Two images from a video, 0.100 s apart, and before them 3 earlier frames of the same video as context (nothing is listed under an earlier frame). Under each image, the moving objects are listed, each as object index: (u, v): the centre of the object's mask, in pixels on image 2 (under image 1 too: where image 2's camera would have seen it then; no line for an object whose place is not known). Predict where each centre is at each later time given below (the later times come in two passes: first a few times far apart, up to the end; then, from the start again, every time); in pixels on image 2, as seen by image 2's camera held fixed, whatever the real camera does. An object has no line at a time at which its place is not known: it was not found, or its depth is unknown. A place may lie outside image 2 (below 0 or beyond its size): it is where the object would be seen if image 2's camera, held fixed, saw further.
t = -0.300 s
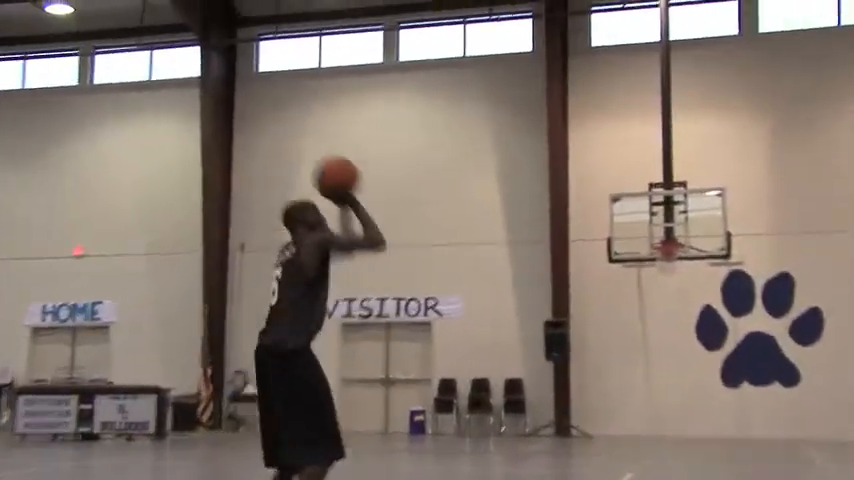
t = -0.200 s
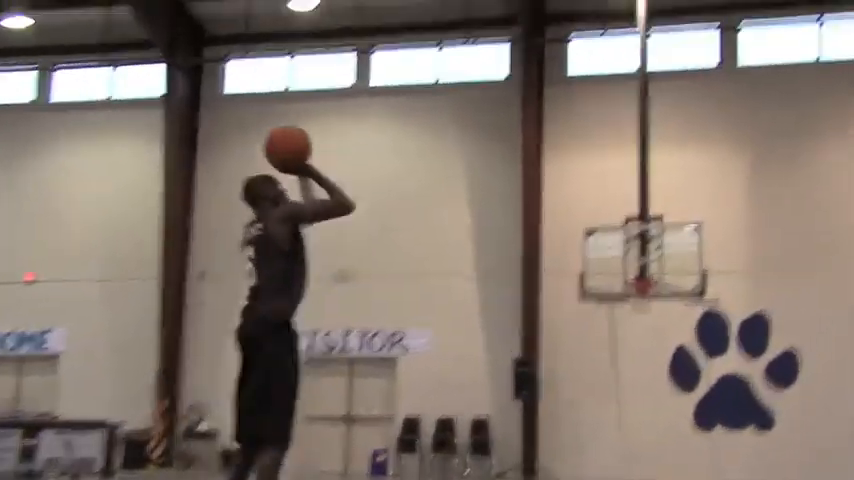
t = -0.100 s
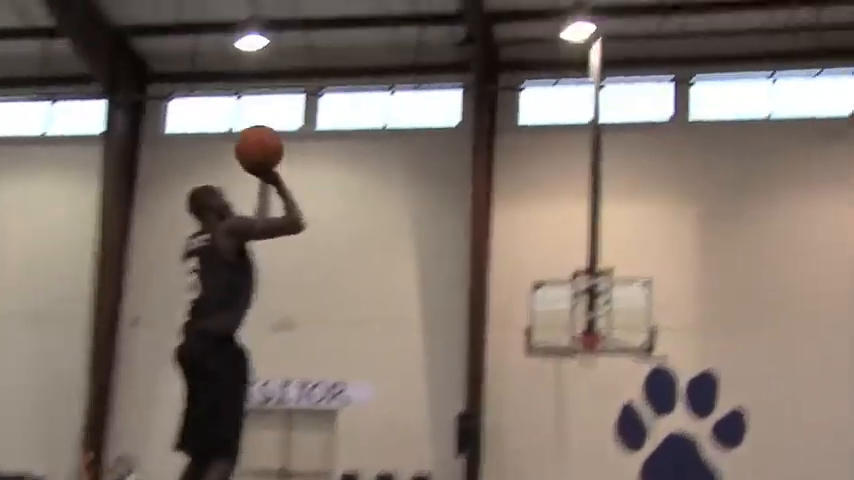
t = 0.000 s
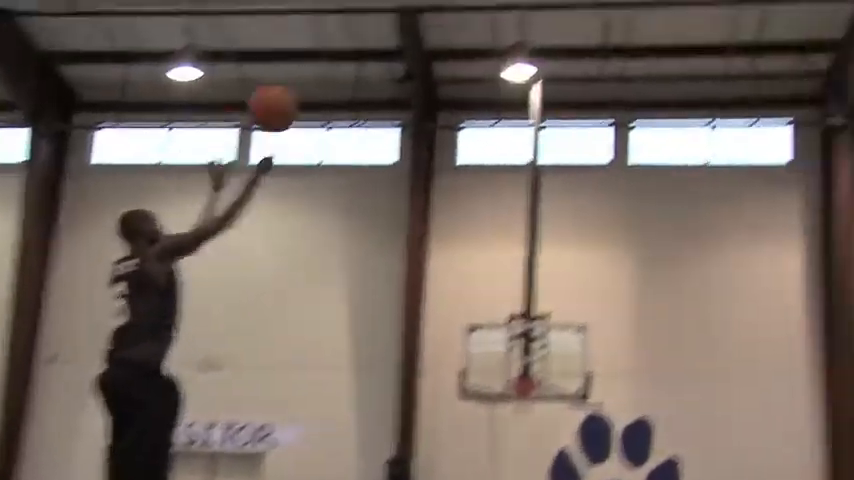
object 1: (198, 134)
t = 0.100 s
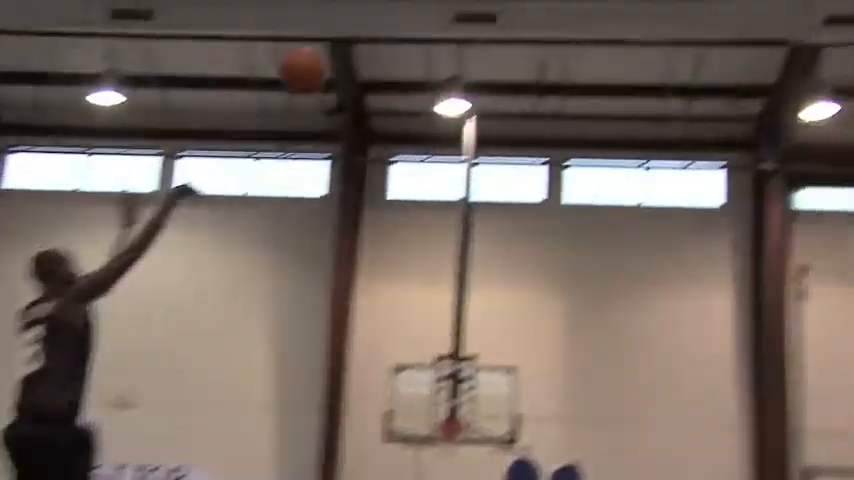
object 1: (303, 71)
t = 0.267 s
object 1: (459, 8)
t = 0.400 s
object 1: (570, -5)
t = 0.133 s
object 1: (337, 55)
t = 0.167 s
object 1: (367, 38)
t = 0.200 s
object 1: (398, 25)
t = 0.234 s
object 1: (429, 16)
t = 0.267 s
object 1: (459, 8)
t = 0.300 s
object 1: (488, 2)
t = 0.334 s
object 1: (515, -1)
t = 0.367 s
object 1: (543, -4)
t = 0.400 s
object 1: (570, -5)
